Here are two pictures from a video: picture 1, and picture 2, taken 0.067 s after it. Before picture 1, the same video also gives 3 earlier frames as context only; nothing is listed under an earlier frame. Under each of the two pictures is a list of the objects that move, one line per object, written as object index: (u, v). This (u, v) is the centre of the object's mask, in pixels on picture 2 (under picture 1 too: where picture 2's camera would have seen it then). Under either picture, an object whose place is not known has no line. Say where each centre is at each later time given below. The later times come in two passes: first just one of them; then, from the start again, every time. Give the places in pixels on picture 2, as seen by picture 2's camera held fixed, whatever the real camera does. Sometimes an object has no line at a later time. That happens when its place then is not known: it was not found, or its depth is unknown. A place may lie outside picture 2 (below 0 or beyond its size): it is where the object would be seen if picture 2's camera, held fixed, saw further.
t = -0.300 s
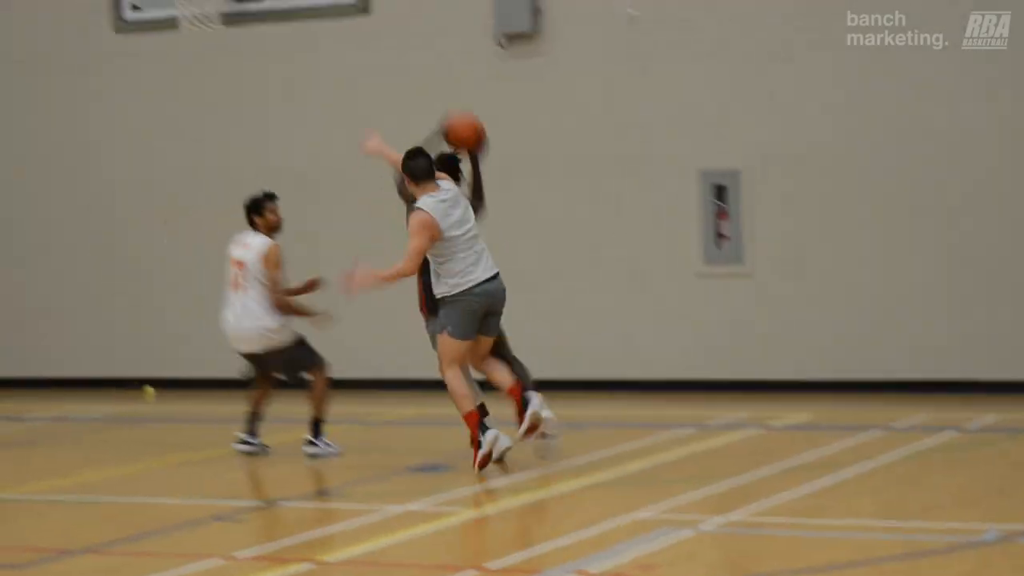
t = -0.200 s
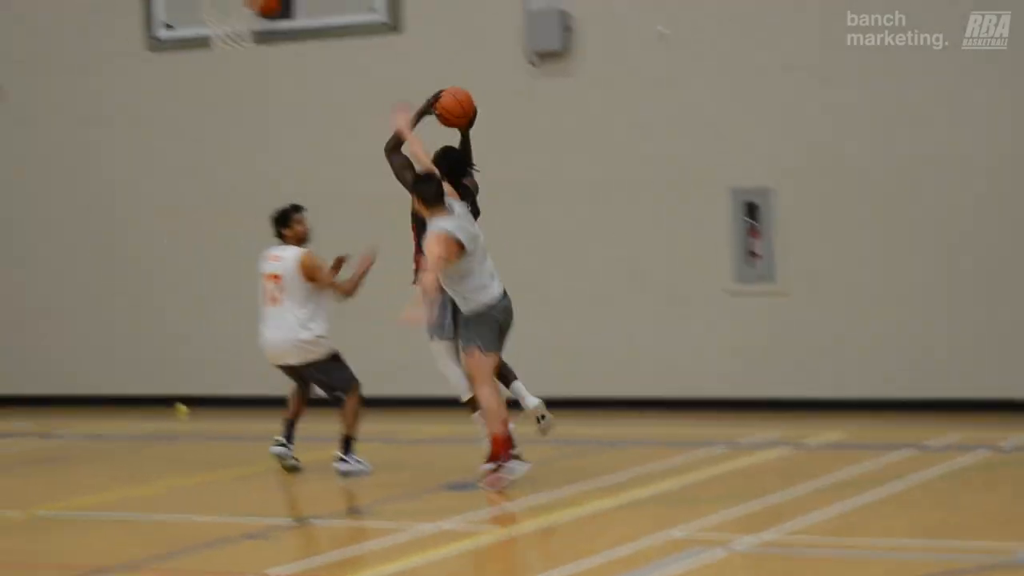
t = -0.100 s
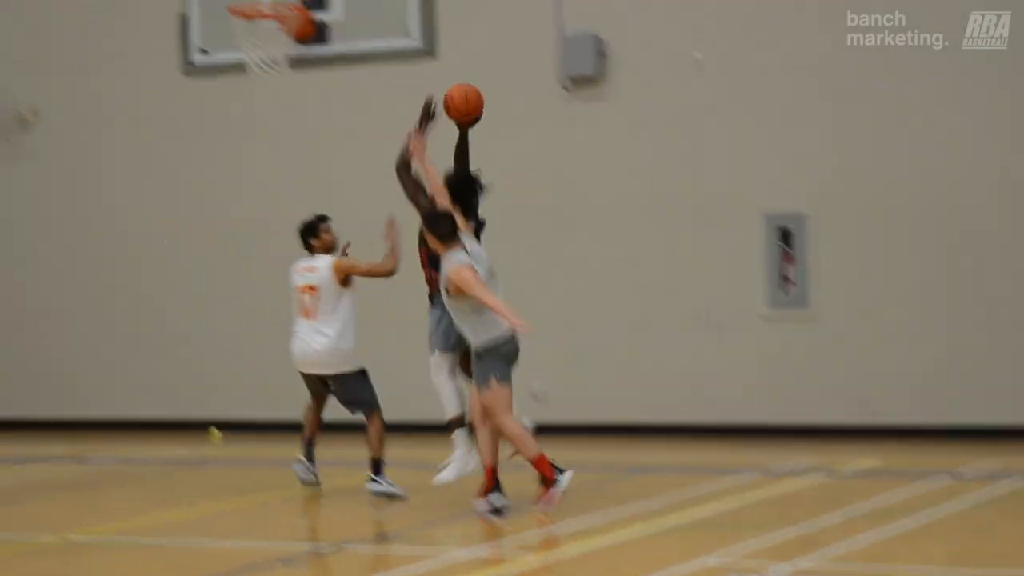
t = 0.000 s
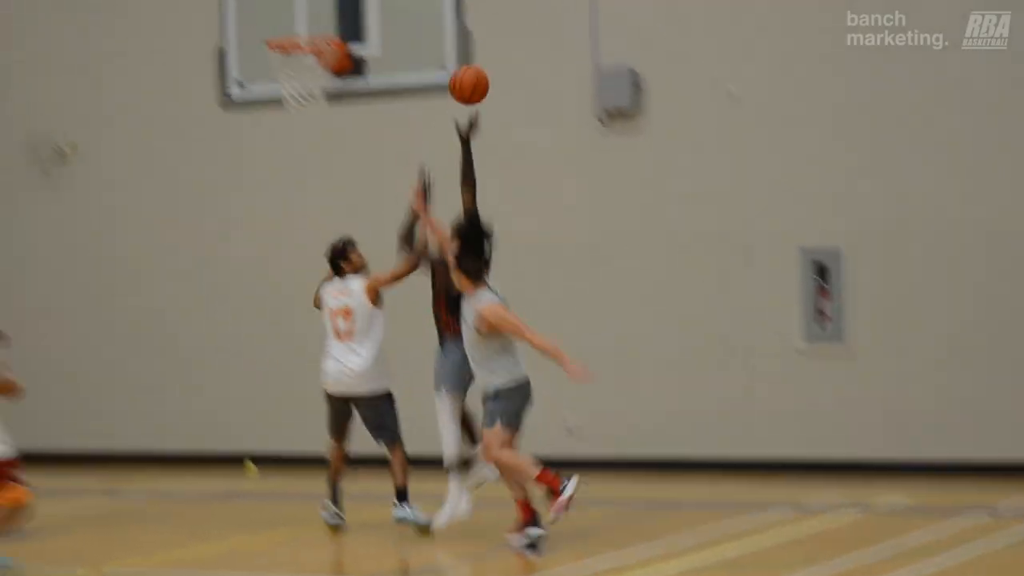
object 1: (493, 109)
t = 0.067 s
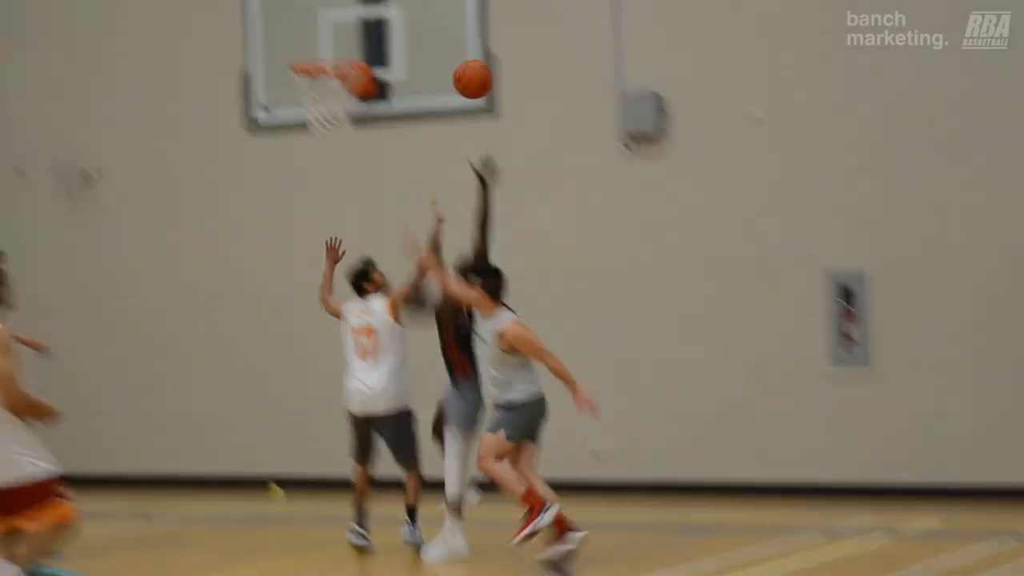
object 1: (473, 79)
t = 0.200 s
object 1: (431, 42)
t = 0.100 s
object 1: (462, 67)
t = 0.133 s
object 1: (451, 57)
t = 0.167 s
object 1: (441, 49)
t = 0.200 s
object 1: (431, 42)
